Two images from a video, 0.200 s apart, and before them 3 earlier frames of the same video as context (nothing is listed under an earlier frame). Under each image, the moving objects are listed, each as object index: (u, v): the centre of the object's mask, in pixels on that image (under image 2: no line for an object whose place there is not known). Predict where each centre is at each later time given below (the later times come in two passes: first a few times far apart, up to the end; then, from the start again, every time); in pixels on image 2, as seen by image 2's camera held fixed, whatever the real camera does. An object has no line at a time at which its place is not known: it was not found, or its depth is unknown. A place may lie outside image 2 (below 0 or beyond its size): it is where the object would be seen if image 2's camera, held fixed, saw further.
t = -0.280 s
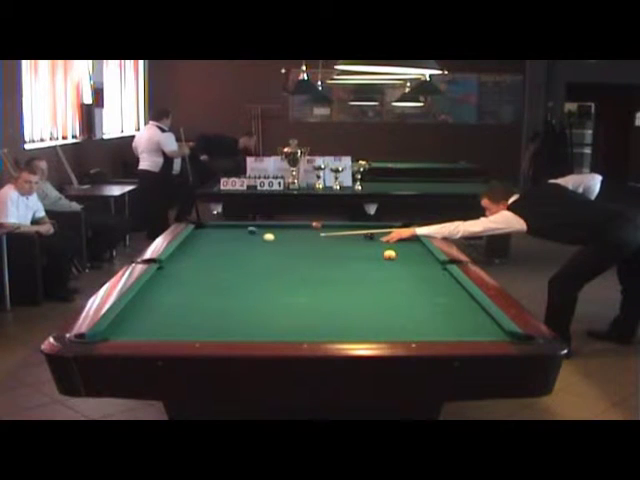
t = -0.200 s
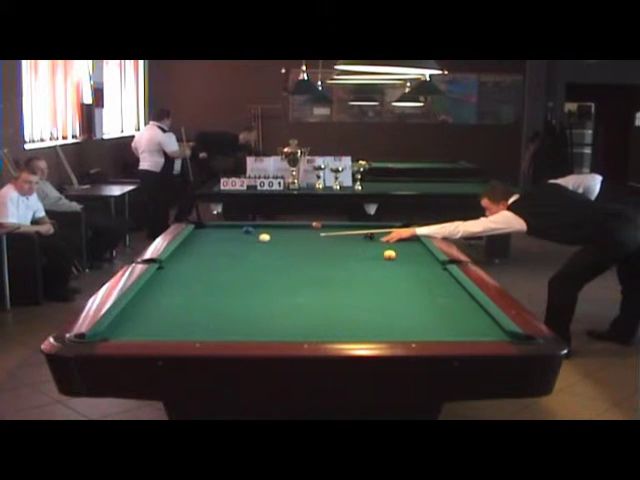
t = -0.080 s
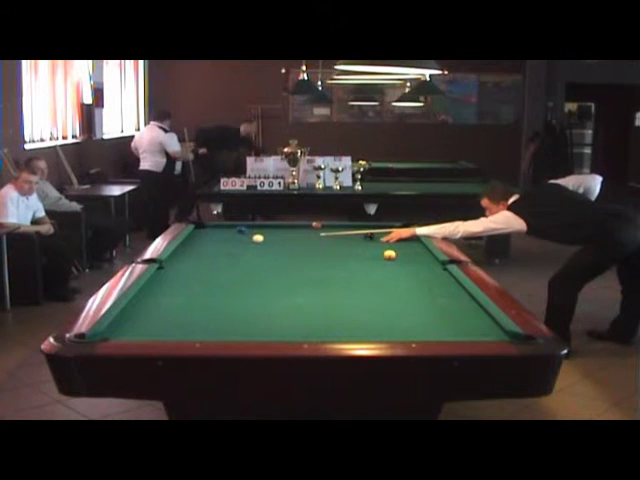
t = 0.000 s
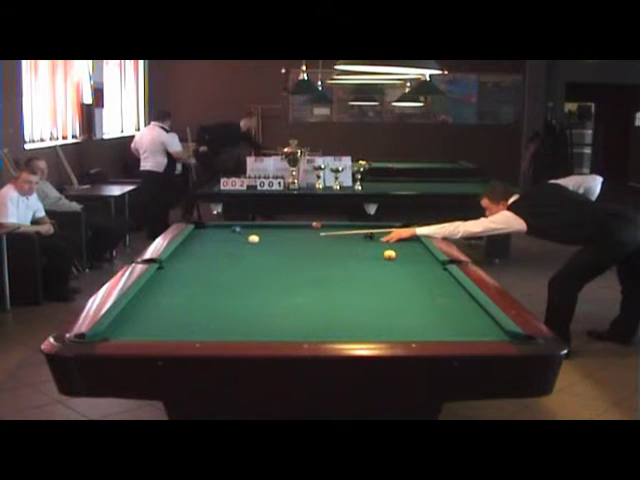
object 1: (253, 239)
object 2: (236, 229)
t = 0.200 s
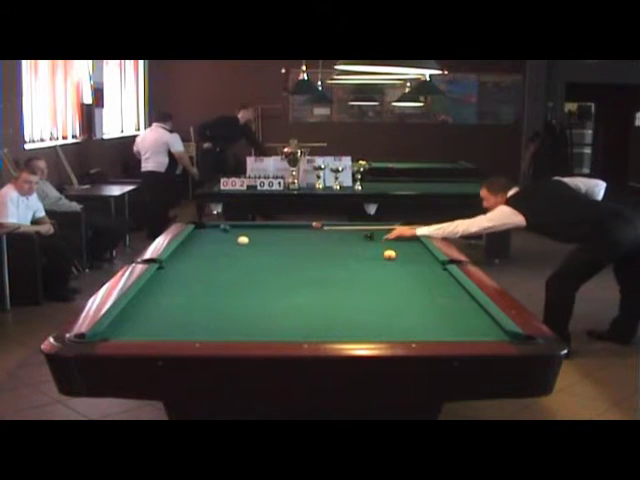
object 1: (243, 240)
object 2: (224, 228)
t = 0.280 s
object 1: (239, 241)
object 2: (220, 227)
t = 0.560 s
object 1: (225, 242)
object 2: (207, 226)
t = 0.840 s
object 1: (213, 244)
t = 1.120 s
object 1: (203, 245)
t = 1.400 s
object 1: (193, 246)
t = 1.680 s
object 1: (184, 247)
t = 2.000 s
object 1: (182, 248)
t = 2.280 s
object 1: (184, 249)
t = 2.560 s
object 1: (186, 249)
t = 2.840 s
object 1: (186, 249)
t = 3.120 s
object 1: (187, 249)
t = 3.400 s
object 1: (187, 249)
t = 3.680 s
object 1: (187, 249)
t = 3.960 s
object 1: (187, 249)
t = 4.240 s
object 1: (187, 249)
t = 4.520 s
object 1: (187, 249)
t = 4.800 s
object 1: (187, 249)
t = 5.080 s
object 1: (187, 249)
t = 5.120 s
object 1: (187, 249)
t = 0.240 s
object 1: (241, 240)
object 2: (222, 228)
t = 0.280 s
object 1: (239, 241)
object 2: (220, 227)
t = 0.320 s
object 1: (237, 241)
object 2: (218, 227)
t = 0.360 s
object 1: (235, 241)
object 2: (216, 227)
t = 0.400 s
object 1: (233, 242)
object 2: (214, 227)
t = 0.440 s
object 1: (231, 241)
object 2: (214, 227)
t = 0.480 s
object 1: (229, 242)
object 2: (212, 227)
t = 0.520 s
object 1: (227, 242)
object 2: (210, 227)
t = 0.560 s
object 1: (225, 242)
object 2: (207, 226)
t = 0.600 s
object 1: (224, 242)
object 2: (206, 226)
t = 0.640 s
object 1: (222, 243)
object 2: (203, 225)
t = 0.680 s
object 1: (220, 243)
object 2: (202, 225)
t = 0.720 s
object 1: (219, 243)
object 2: (199, 226)
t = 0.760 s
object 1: (217, 243)
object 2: (198, 226)
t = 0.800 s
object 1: (215, 244)
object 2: (199, 225)
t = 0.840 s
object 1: (213, 244)
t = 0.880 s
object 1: (212, 244)
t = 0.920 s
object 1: (210, 244)
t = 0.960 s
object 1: (208, 244)
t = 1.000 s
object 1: (207, 245)
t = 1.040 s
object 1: (206, 245)
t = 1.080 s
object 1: (204, 245)
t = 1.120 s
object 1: (203, 245)
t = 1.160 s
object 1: (201, 245)
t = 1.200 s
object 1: (199, 245)
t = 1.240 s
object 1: (198, 246)
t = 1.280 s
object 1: (197, 246)
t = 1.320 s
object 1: (195, 246)
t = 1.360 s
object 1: (194, 246)
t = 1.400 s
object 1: (193, 246)
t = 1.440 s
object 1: (192, 246)
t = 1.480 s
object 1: (190, 247)
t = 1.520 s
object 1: (189, 247)
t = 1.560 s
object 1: (188, 247)
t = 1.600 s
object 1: (187, 247)
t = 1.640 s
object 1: (185, 247)
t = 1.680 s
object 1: (184, 247)
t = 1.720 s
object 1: (183, 248)
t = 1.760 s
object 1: (182, 248)
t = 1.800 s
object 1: (181, 248)
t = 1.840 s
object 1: (181, 248)
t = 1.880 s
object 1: (181, 248)
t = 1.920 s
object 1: (181, 248)
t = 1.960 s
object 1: (182, 248)
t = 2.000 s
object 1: (182, 248)
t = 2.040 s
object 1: (182, 248)
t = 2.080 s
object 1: (183, 249)
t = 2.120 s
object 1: (183, 249)
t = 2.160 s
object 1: (183, 249)
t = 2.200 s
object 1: (184, 249)
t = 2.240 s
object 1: (184, 249)
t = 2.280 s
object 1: (184, 249)
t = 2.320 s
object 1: (184, 249)
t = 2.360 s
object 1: (185, 249)
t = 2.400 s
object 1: (185, 249)
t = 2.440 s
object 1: (185, 249)
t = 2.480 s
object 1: (185, 249)
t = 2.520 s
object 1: (186, 249)
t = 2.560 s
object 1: (186, 249)
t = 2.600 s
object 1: (186, 249)
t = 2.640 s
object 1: (186, 249)
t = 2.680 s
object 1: (186, 249)
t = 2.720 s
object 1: (186, 249)
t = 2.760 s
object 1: (186, 249)
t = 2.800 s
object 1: (186, 249)
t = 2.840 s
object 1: (186, 249)
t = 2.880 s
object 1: (187, 249)
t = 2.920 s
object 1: (187, 249)
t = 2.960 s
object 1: (187, 249)
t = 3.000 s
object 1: (187, 249)
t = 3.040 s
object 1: (187, 249)
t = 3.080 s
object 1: (187, 249)
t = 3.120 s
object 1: (187, 249)
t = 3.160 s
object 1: (187, 249)
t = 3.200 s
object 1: (187, 249)
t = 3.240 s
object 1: (187, 249)
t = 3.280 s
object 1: (187, 249)
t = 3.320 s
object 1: (187, 249)
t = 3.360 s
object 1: (187, 249)
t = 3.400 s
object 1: (187, 249)
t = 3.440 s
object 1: (187, 249)
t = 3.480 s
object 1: (187, 249)
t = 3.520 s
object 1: (187, 249)
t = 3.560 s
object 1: (187, 249)
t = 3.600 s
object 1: (187, 249)
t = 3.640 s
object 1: (187, 249)
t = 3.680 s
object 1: (187, 249)
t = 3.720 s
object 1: (187, 249)
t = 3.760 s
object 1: (187, 249)
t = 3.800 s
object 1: (187, 249)
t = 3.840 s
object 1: (187, 249)
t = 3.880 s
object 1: (187, 249)
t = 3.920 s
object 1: (187, 249)
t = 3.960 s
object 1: (187, 249)
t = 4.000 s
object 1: (187, 249)
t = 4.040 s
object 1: (187, 249)
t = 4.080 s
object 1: (187, 249)
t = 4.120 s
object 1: (187, 249)
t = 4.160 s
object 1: (187, 249)
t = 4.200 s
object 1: (187, 249)
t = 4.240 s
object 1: (187, 249)
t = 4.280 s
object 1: (187, 249)
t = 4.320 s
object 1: (187, 249)
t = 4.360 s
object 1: (187, 249)
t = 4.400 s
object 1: (187, 249)
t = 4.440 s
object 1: (187, 249)
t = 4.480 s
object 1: (187, 249)
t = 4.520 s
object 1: (187, 249)
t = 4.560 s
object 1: (187, 249)
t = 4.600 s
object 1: (187, 249)
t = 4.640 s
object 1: (187, 249)
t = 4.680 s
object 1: (187, 249)
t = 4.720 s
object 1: (187, 249)
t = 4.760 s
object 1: (187, 249)
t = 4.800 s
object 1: (187, 249)
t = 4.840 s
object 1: (187, 249)
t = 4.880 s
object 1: (187, 249)
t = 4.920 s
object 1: (187, 249)
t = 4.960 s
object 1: (187, 249)
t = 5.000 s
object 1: (187, 249)
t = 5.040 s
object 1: (187, 249)
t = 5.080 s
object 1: (187, 249)
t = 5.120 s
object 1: (187, 249)
